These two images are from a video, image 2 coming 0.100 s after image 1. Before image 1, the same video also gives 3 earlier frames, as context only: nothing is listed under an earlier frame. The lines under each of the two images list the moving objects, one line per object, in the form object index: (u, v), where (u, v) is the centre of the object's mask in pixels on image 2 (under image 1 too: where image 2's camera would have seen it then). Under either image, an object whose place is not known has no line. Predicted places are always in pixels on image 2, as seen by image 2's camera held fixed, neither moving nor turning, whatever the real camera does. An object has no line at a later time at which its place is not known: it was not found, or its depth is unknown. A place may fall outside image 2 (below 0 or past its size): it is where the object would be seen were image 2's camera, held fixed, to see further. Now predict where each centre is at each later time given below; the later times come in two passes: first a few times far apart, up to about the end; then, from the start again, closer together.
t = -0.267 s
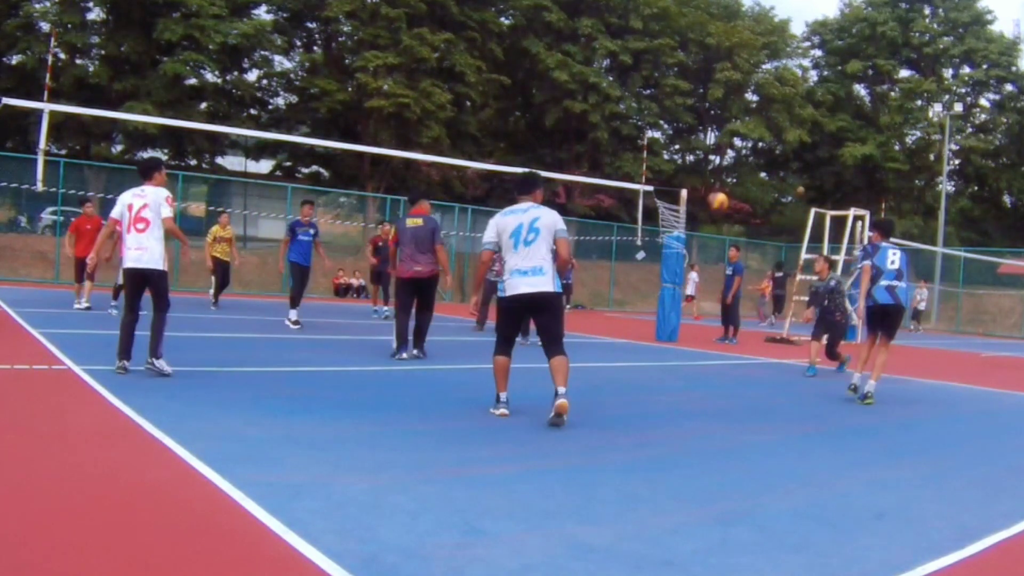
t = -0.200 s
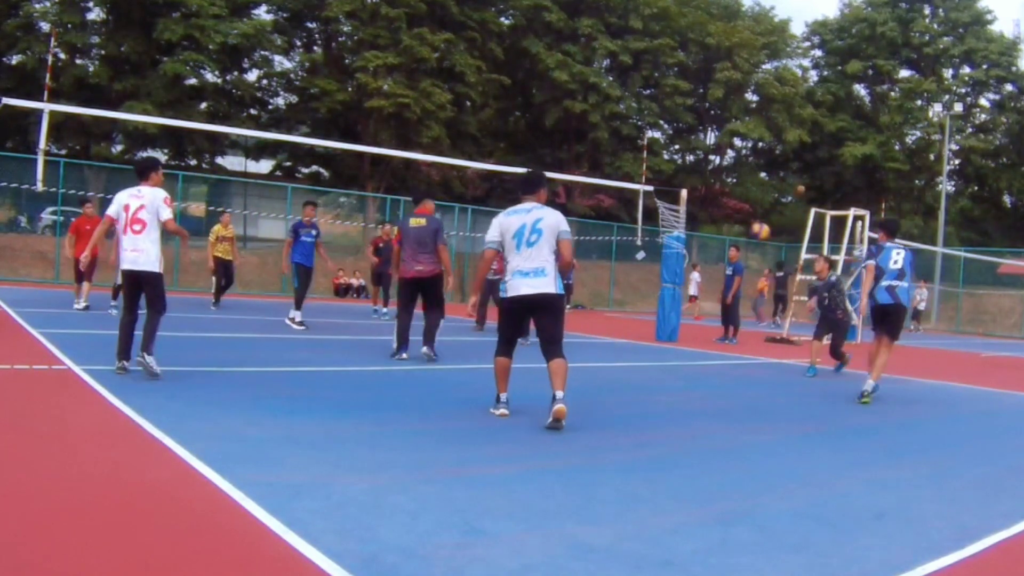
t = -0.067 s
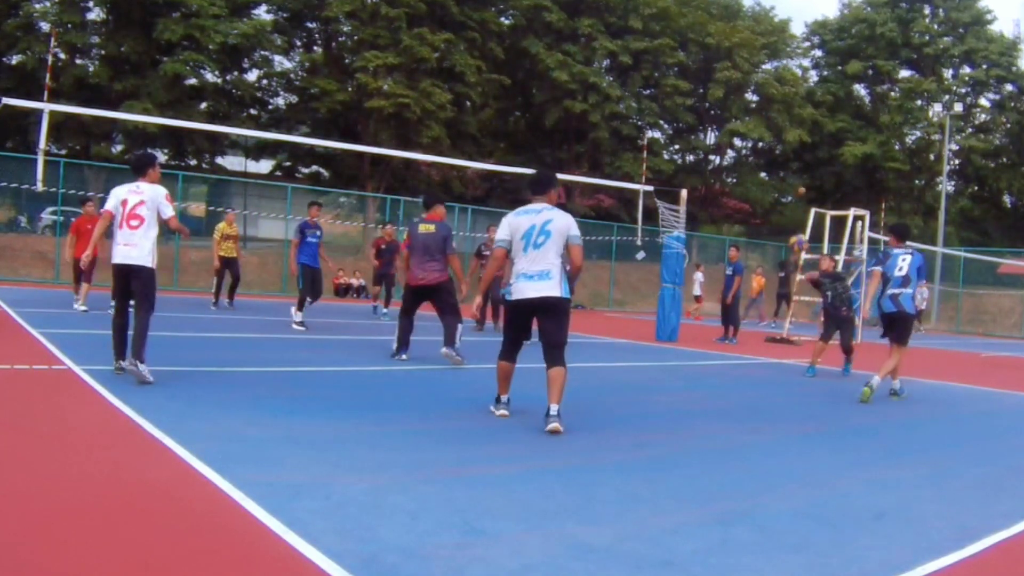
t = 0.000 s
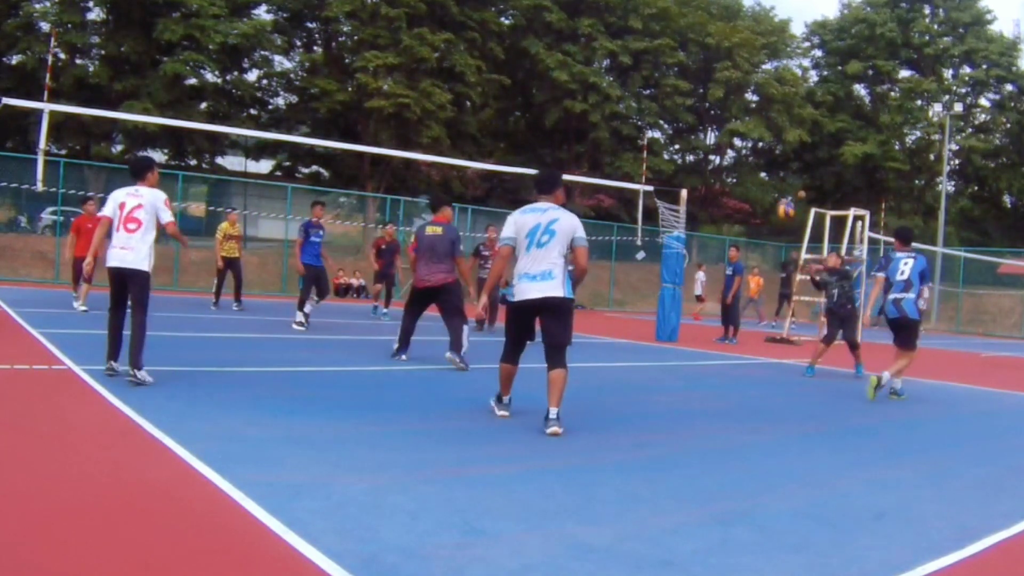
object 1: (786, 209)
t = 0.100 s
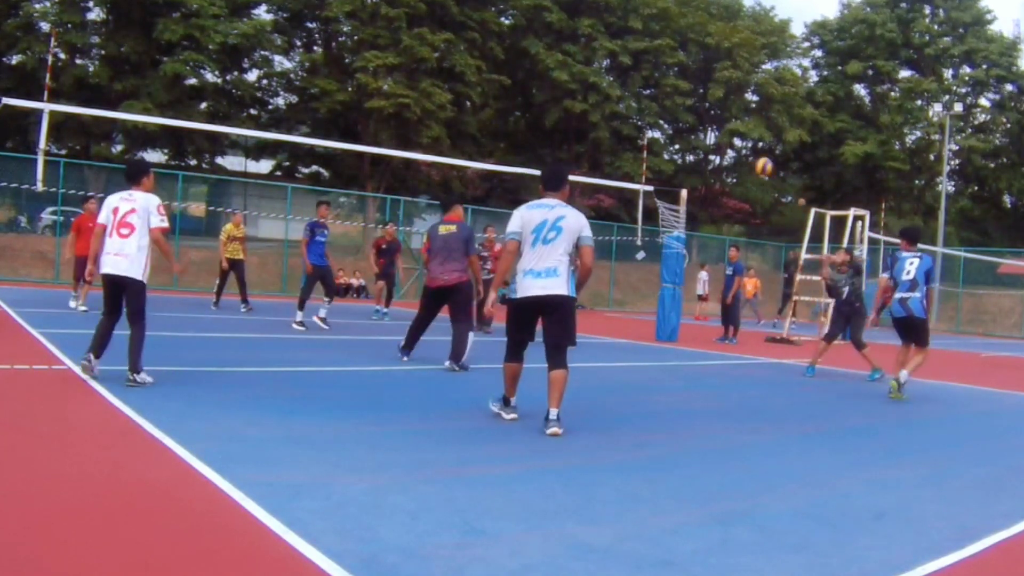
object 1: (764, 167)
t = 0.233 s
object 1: (736, 124)
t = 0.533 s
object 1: (676, 88)
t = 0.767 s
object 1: (631, 108)
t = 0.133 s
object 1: (756, 155)
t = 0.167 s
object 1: (750, 144)
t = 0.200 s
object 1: (742, 132)
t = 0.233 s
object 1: (736, 124)
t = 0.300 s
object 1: (722, 110)
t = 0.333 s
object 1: (715, 103)
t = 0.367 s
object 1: (709, 98)
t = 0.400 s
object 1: (702, 94)
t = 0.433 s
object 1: (696, 91)
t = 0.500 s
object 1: (683, 88)
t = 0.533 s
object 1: (676, 88)
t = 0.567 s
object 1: (670, 89)
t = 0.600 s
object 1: (663, 90)
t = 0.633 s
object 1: (656, 93)
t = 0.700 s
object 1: (644, 99)
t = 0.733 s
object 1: (637, 103)
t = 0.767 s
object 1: (631, 108)
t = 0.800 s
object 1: (624, 113)
